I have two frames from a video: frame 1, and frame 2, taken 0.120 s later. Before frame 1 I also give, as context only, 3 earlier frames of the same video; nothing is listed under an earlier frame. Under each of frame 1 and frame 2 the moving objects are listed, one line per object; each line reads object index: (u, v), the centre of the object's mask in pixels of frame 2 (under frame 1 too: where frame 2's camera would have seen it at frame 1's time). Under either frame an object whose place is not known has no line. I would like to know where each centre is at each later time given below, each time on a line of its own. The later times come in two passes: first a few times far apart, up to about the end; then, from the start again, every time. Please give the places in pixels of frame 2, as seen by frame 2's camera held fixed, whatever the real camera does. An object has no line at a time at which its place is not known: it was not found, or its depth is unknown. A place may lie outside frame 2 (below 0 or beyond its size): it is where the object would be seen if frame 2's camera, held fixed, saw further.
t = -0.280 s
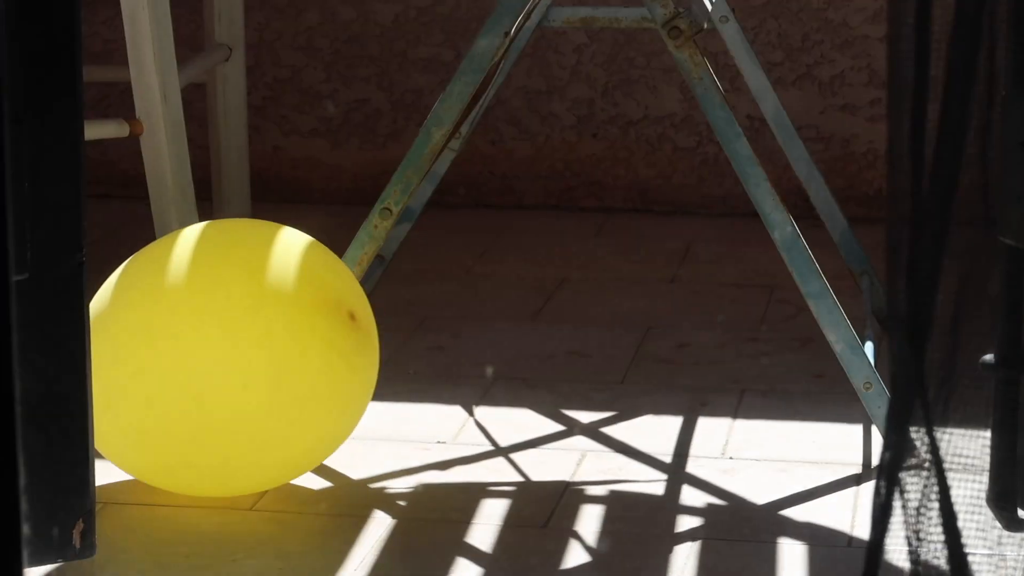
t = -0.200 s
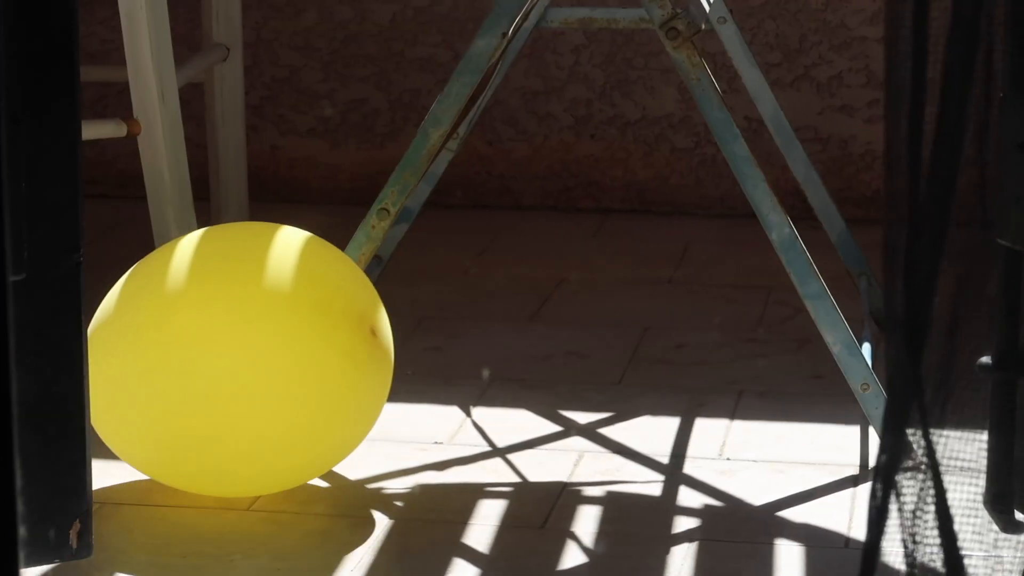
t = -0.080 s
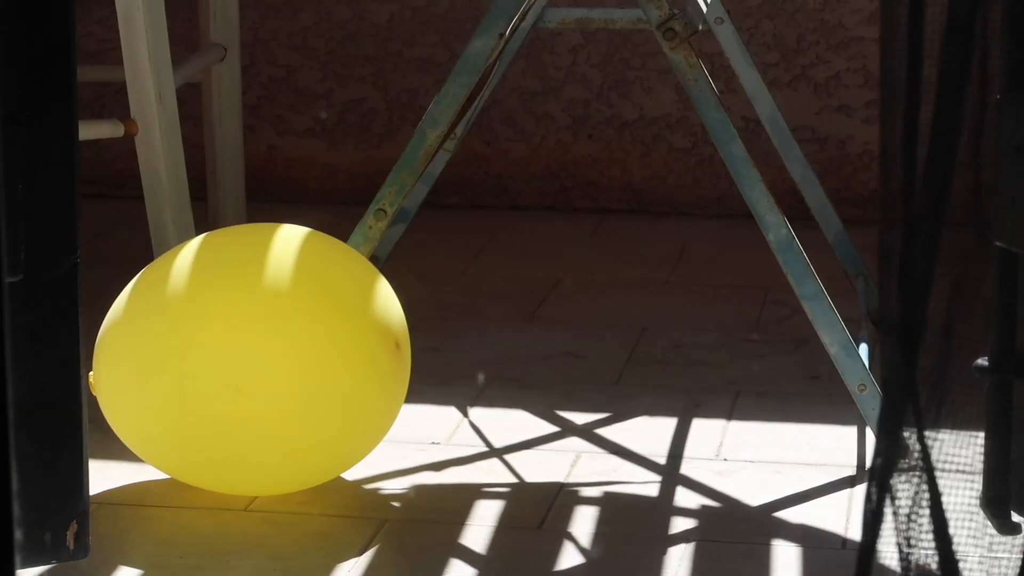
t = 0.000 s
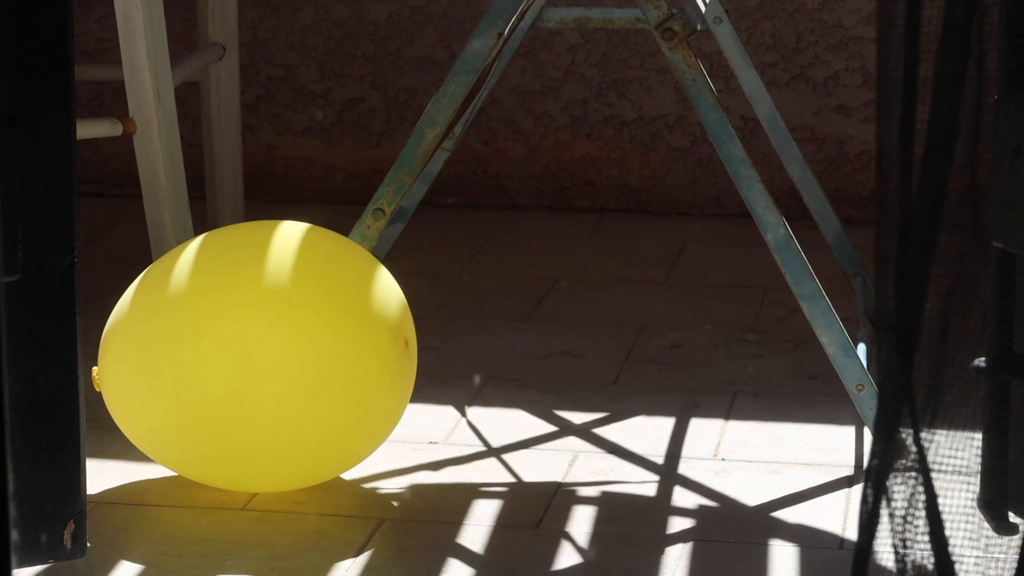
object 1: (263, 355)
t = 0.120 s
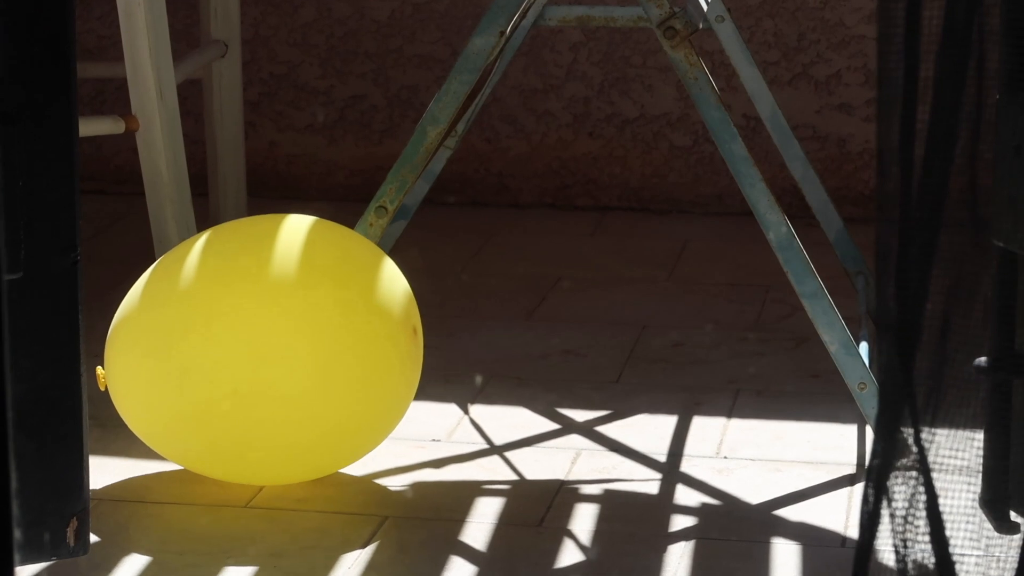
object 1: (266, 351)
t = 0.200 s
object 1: (263, 347)
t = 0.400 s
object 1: (242, 337)
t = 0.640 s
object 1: (213, 321)
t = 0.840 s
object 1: (193, 308)
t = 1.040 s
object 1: (190, 306)
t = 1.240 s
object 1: (201, 310)
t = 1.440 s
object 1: (199, 312)
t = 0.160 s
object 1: (265, 349)
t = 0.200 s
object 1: (263, 347)
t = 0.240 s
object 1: (260, 346)
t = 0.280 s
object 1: (256, 344)
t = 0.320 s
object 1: (252, 341)
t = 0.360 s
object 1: (247, 339)
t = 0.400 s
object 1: (242, 337)
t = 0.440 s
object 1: (237, 334)
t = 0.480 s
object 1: (233, 331)
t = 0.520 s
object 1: (228, 329)
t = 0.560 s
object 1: (224, 326)
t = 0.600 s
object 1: (219, 323)
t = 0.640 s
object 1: (213, 321)
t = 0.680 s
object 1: (208, 318)
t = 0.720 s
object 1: (204, 315)
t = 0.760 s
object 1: (200, 313)
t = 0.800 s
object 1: (196, 310)
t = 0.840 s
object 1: (193, 308)
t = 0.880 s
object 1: (190, 306)
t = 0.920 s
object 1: (188, 306)
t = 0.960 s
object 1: (188, 305)
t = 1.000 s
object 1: (189, 306)
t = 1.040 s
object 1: (190, 306)
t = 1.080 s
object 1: (192, 306)
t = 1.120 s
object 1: (193, 307)
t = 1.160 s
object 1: (196, 307)
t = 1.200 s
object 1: (198, 308)
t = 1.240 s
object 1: (201, 310)
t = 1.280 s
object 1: (201, 310)
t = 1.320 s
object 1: (200, 310)
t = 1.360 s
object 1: (199, 311)
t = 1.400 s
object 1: (199, 311)
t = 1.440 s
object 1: (199, 312)
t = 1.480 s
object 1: (199, 313)
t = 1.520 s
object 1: (199, 314)
